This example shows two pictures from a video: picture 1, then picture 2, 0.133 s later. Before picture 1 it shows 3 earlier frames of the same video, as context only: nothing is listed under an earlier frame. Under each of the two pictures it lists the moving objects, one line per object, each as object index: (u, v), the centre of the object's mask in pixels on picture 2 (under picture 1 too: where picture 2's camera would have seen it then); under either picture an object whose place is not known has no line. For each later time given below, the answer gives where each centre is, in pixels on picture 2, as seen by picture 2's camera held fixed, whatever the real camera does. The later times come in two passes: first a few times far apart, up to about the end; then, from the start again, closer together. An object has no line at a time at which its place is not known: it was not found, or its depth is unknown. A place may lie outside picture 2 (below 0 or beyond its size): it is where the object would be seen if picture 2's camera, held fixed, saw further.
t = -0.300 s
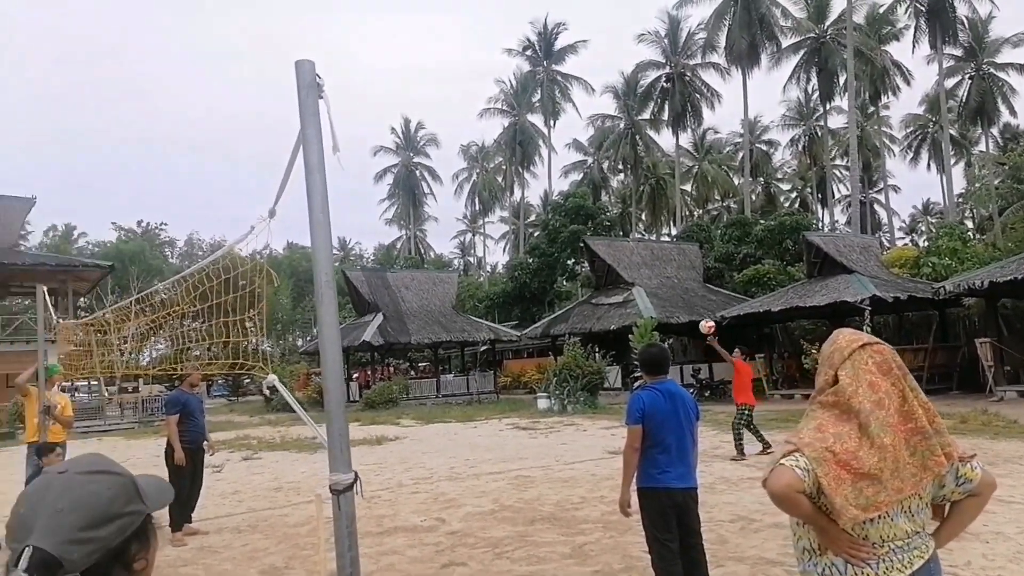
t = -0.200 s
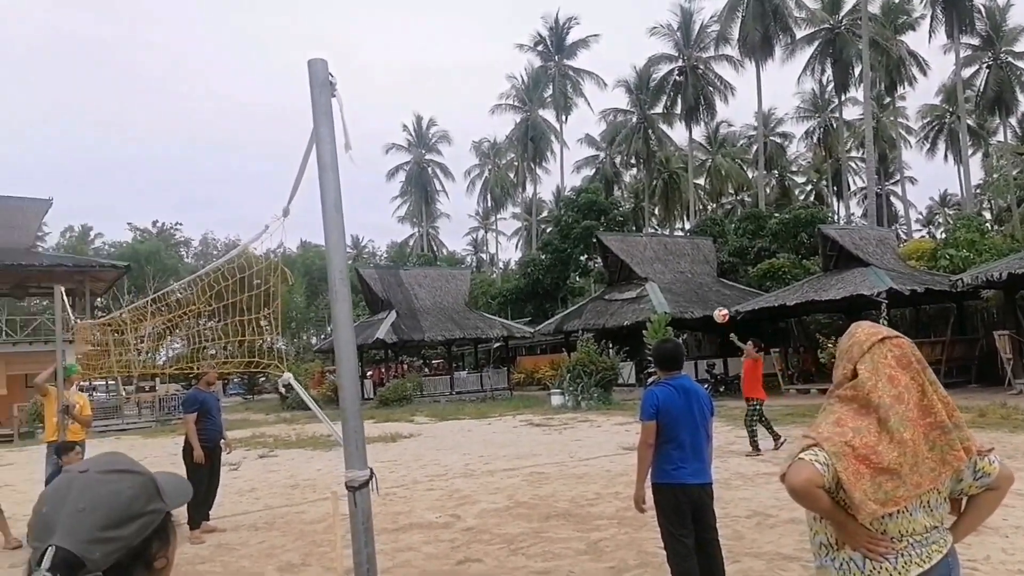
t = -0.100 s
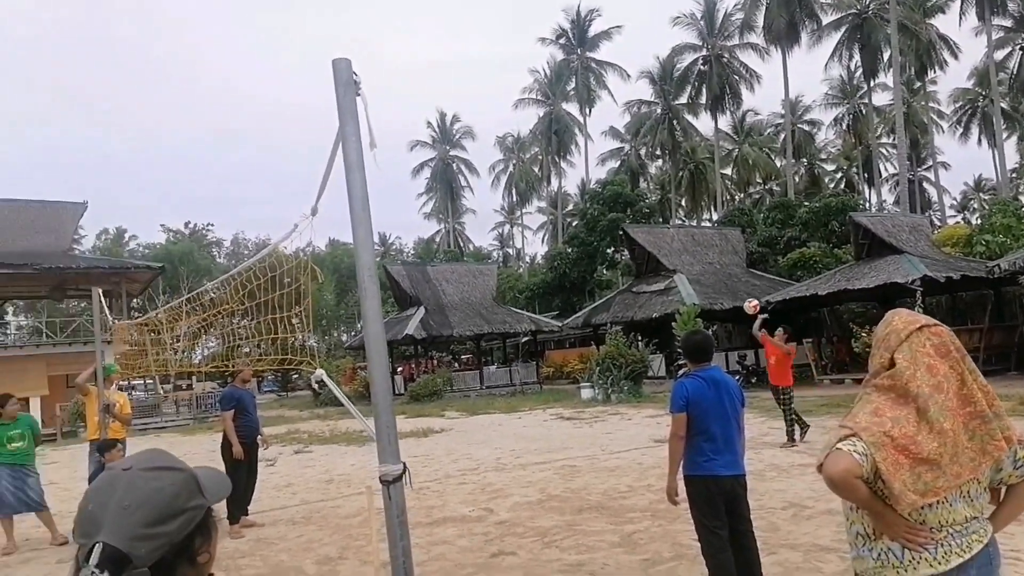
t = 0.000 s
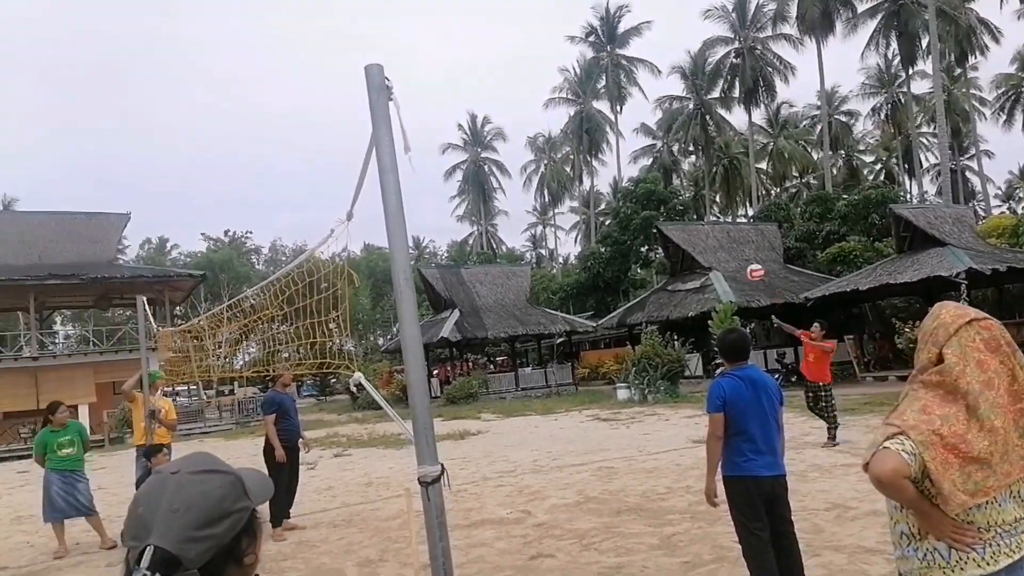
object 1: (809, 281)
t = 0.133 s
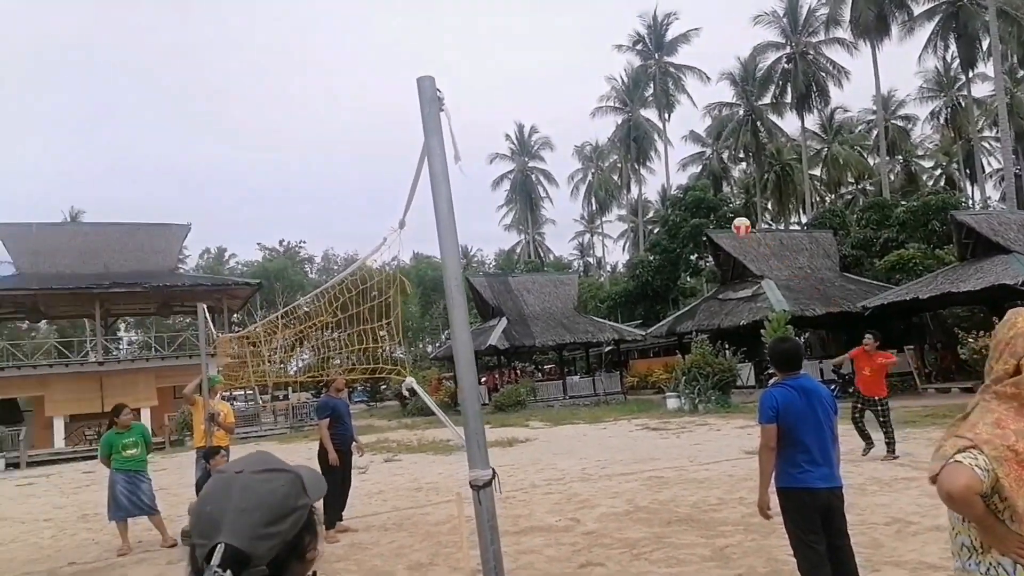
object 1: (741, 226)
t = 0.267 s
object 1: (662, 175)
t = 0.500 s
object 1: (473, 95)
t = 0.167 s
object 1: (723, 214)
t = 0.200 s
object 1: (704, 201)
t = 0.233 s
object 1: (685, 188)
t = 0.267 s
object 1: (662, 175)
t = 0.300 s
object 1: (639, 163)
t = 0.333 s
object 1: (616, 149)
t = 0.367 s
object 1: (590, 140)
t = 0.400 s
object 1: (563, 127)
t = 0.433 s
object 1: (535, 116)
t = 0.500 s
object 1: (473, 95)
